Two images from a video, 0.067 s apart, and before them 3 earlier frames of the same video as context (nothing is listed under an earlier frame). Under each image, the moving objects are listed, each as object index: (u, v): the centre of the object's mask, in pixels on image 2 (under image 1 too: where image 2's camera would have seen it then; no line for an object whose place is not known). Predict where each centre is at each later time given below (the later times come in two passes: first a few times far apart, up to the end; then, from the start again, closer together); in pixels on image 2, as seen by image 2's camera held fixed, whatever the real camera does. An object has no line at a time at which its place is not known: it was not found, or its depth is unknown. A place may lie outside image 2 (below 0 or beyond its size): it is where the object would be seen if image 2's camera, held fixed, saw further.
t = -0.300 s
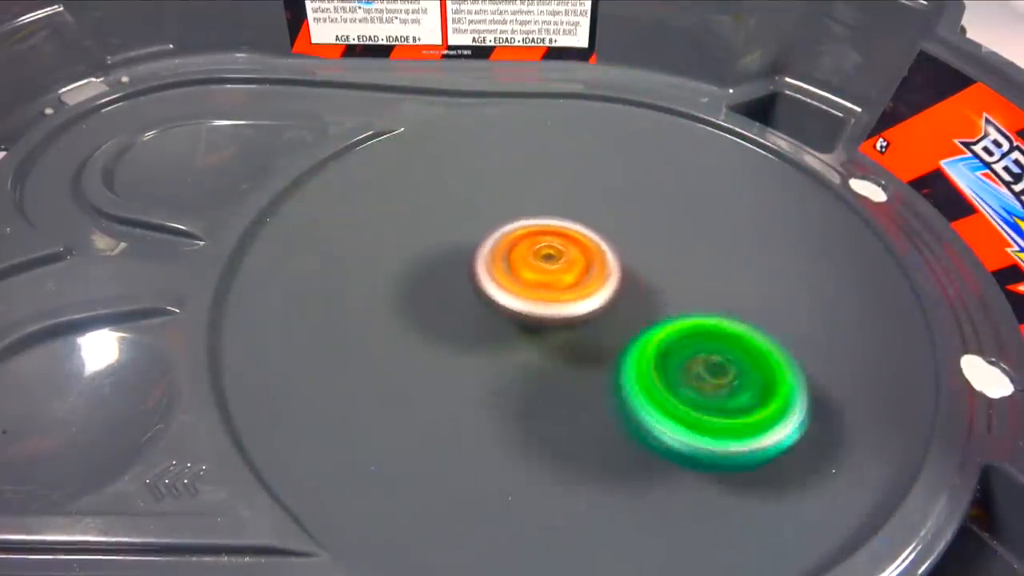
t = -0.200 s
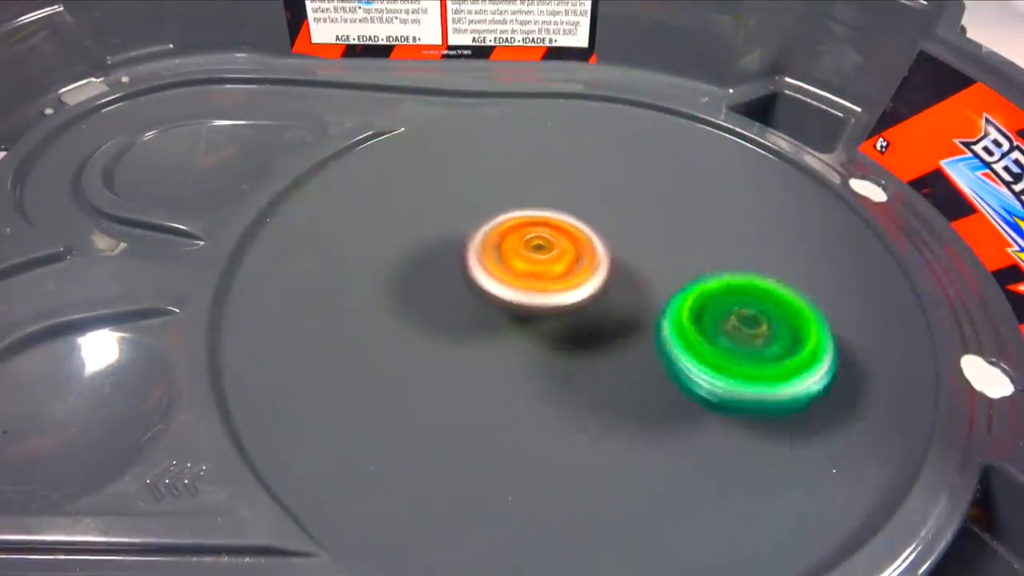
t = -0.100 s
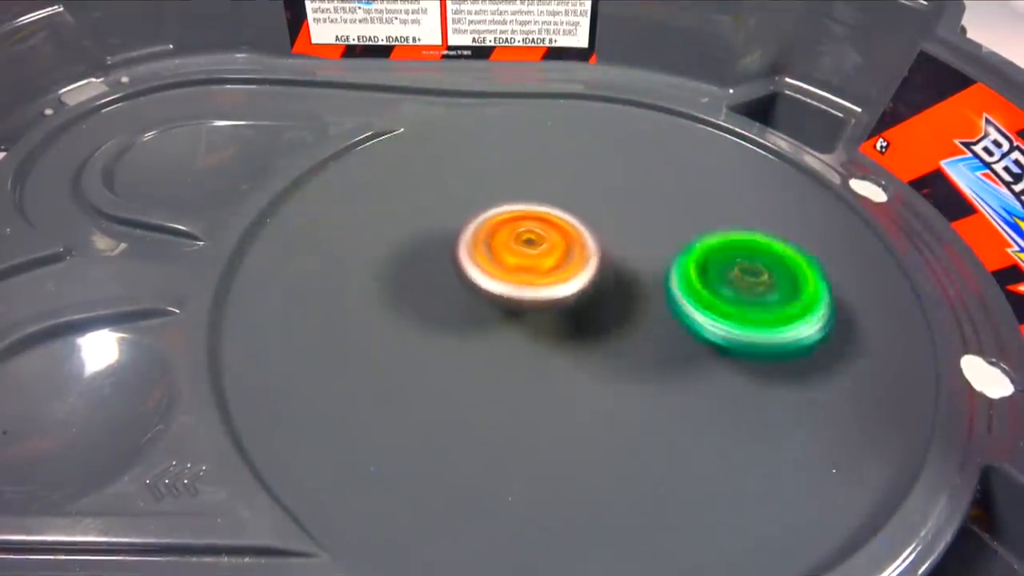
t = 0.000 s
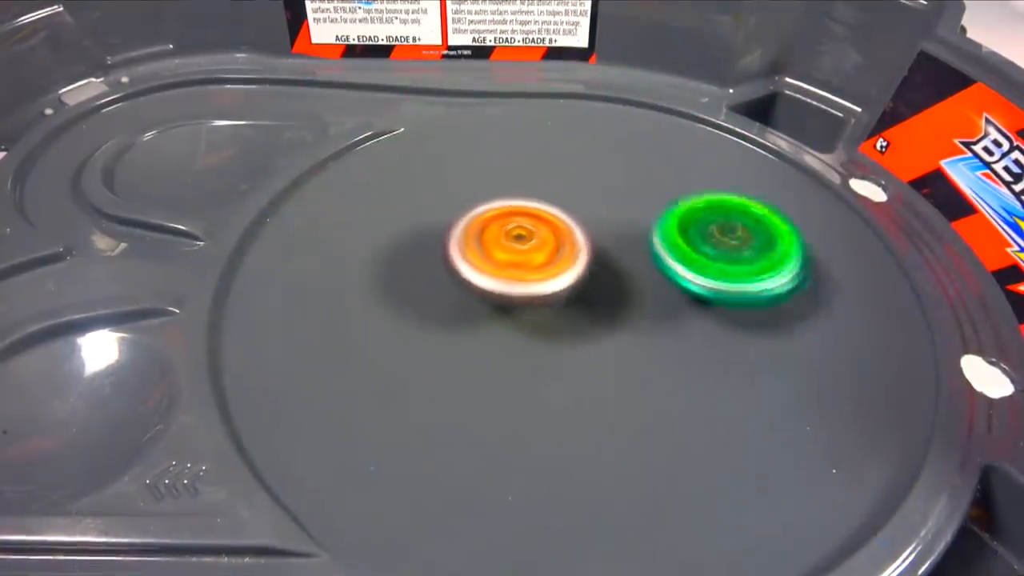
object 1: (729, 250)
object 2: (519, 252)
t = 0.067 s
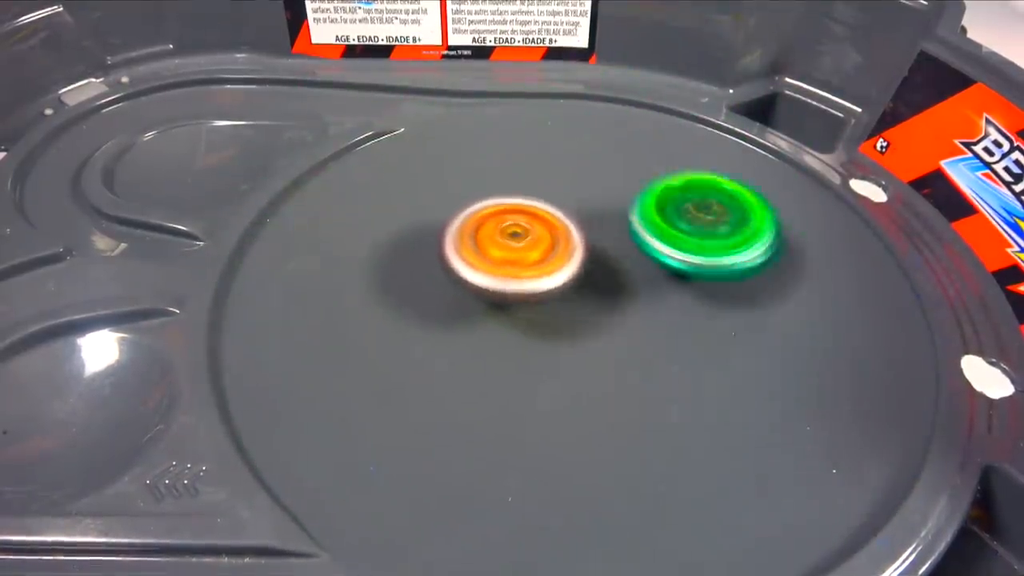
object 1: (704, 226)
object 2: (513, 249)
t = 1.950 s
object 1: (502, 275)
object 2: (647, 238)
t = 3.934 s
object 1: (539, 214)
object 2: (637, 306)
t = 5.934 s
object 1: (596, 314)
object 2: (482, 228)
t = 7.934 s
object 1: (487, 258)
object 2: (649, 326)
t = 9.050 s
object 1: (646, 265)
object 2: (490, 290)
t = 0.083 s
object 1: (693, 216)
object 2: (512, 247)
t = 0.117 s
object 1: (678, 207)
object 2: (511, 247)
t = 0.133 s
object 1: (675, 206)
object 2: (511, 246)
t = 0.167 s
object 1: (659, 198)
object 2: (510, 245)
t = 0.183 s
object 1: (645, 192)
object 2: (509, 245)
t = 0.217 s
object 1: (630, 186)
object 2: (509, 244)
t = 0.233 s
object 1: (627, 186)
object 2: (506, 244)
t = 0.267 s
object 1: (619, 178)
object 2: (495, 247)
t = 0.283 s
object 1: (612, 173)
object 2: (491, 248)
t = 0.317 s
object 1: (602, 168)
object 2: (485, 250)
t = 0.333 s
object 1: (599, 167)
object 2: (483, 251)
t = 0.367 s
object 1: (587, 163)
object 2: (480, 253)
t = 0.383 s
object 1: (578, 162)
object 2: (479, 254)
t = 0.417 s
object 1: (567, 160)
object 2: (479, 257)
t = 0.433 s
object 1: (563, 161)
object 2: (479, 258)
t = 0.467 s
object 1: (551, 161)
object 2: (480, 260)
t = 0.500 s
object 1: (539, 162)
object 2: (482, 263)
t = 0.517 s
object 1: (531, 165)
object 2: (483, 264)
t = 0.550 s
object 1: (521, 168)
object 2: (486, 268)
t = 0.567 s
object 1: (518, 168)
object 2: (487, 272)
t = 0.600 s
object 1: (511, 170)
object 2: (489, 277)
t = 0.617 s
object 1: (504, 172)
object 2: (491, 279)
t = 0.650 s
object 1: (497, 177)
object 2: (495, 284)
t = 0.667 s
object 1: (495, 178)
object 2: (497, 286)
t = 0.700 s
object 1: (490, 183)
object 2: (502, 291)
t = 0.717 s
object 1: (486, 185)
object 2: (505, 295)
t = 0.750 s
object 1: (482, 189)
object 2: (511, 302)
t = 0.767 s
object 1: (481, 190)
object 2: (515, 304)
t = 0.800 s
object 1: (479, 195)
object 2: (522, 309)
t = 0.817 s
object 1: (477, 199)
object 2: (526, 311)
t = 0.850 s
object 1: (477, 205)
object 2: (534, 313)
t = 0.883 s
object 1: (477, 212)
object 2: (542, 316)
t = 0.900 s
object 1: (477, 213)
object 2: (546, 317)
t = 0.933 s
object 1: (477, 216)
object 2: (558, 325)
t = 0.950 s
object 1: (477, 215)
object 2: (564, 329)
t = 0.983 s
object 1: (476, 216)
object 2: (578, 333)
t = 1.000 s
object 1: (476, 216)
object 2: (584, 335)
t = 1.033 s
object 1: (477, 218)
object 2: (597, 337)
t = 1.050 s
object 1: (479, 220)
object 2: (605, 338)
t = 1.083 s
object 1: (482, 224)
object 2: (618, 338)
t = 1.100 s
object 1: (484, 225)
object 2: (624, 337)
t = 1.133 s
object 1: (488, 230)
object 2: (637, 335)
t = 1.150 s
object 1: (493, 234)
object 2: (643, 334)
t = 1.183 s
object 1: (502, 239)
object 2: (655, 331)
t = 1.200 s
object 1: (504, 240)
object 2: (660, 329)
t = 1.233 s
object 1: (513, 245)
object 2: (670, 323)
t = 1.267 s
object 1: (524, 250)
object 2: (678, 317)
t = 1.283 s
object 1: (532, 253)
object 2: (680, 313)
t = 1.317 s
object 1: (537, 253)
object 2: (695, 310)
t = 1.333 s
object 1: (538, 253)
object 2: (700, 309)
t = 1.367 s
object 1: (540, 252)
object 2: (707, 304)
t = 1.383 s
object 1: (541, 251)
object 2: (709, 302)
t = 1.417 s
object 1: (544, 251)
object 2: (710, 296)
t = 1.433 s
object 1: (545, 252)
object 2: (710, 293)
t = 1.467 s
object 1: (548, 252)
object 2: (708, 288)
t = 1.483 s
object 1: (548, 252)
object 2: (708, 285)
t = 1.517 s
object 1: (542, 251)
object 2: (715, 281)
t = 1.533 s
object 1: (540, 250)
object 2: (718, 279)
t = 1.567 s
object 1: (535, 250)
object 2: (720, 274)
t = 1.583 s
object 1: (532, 249)
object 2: (720, 271)
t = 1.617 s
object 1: (529, 250)
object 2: (718, 265)
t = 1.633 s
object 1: (528, 251)
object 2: (717, 263)
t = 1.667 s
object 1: (527, 252)
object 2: (713, 258)
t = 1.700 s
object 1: (526, 254)
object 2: (707, 252)
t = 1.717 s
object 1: (527, 256)
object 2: (702, 250)
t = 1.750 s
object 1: (528, 259)
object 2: (693, 246)
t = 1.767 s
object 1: (529, 260)
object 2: (687, 244)
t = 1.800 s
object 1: (527, 262)
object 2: (682, 242)
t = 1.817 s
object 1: (520, 264)
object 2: (680, 240)
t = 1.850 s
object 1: (513, 266)
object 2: (675, 238)
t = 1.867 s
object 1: (511, 267)
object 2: (671, 238)
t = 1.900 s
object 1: (507, 270)
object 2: (662, 238)
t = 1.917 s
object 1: (505, 272)
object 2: (656, 238)
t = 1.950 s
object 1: (502, 275)
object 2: (647, 238)
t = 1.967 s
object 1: (502, 276)
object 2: (642, 239)
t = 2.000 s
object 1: (494, 279)
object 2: (638, 240)
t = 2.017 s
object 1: (488, 283)
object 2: (635, 240)
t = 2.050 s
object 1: (481, 286)
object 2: (629, 243)
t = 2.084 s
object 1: (477, 290)
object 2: (622, 245)
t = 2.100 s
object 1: (475, 291)
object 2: (619, 247)
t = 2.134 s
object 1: (471, 294)
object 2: (615, 250)
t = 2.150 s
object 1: (468, 297)
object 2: (613, 253)
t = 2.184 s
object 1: (464, 300)
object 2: (611, 257)
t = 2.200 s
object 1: (463, 301)
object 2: (610, 259)
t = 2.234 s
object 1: (459, 305)
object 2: (609, 263)
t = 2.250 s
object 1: (456, 307)
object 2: (608, 265)
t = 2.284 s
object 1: (454, 310)
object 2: (606, 268)
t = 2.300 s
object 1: (453, 311)
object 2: (606, 270)
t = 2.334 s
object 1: (451, 314)
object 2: (605, 273)
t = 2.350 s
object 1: (450, 315)
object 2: (604, 274)
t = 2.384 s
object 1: (450, 316)
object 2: (603, 277)
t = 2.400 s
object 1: (449, 316)
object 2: (605, 278)
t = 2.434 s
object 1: (446, 316)
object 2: (607, 282)
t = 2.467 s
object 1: (446, 317)
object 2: (609, 285)
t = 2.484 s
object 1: (447, 316)
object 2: (611, 286)
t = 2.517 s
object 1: (448, 315)
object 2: (612, 291)
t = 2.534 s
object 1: (449, 314)
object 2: (613, 292)
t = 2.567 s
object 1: (451, 312)
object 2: (615, 296)
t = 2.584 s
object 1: (450, 310)
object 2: (618, 298)
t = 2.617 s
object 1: (445, 307)
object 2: (626, 301)
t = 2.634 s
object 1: (444, 306)
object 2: (630, 302)
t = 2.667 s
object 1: (442, 304)
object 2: (636, 302)
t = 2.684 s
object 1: (441, 302)
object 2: (639, 303)
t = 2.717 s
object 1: (442, 300)
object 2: (644, 302)
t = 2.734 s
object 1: (442, 299)
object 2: (646, 301)
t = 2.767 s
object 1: (444, 296)
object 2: (650, 299)
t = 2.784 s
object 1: (446, 294)
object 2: (652, 298)
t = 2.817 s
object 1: (449, 290)
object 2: (653, 296)
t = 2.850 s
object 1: (453, 287)
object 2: (654, 293)
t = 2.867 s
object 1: (454, 286)
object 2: (654, 291)
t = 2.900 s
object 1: (459, 282)
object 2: (652, 287)
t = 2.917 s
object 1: (463, 279)
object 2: (651, 286)
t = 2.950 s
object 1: (468, 275)
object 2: (646, 284)
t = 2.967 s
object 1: (469, 274)
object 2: (644, 282)
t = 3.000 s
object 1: (474, 271)
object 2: (638, 280)
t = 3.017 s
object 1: (474, 266)
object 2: (637, 279)
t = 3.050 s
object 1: (467, 260)
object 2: (644, 278)
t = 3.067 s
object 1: (465, 259)
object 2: (645, 278)
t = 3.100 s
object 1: (461, 254)
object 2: (646, 277)
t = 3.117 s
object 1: (460, 251)
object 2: (646, 276)
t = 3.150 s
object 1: (460, 249)
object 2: (645, 275)
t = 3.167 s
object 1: (460, 248)
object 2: (644, 274)
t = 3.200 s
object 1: (463, 246)
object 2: (640, 274)
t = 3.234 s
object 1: (467, 245)
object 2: (637, 273)
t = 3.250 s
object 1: (471, 245)
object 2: (635, 272)
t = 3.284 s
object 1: (476, 243)
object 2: (631, 273)
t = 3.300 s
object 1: (476, 242)
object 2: (633, 274)
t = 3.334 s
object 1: (472, 238)
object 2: (638, 277)
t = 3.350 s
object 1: (471, 236)
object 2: (639, 277)
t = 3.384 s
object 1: (470, 233)
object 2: (639, 279)
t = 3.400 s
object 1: (470, 233)
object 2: (640, 279)
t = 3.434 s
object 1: (471, 231)
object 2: (640, 280)
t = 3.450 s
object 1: (473, 230)
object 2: (639, 281)
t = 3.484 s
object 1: (476, 229)
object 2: (639, 282)
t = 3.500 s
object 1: (477, 229)
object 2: (638, 283)
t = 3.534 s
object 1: (482, 229)
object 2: (638, 284)
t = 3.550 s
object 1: (487, 228)
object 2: (636, 284)
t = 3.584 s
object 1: (494, 227)
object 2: (635, 285)
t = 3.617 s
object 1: (500, 225)
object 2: (633, 287)
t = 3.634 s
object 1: (500, 224)
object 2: (635, 289)
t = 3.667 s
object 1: (503, 221)
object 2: (636, 292)
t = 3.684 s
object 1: (505, 219)
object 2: (636, 293)
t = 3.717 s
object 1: (509, 218)
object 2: (637, 296)
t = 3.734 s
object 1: (510, 218)
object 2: (638, 296)
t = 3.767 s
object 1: (514, 216)
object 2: (638, 298)
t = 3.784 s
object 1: (518, 216)
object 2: (638, 299)
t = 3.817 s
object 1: (524, 216)
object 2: (637, 300)
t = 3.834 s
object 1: (525, 216)
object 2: (637, 300)
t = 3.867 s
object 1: (531, 216)
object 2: (636, 300)
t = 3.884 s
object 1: (534, 216)
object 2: (636, 302)
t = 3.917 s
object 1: (538, 214)
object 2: (637, 305)
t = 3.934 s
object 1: (539, 214)
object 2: (637, 306)
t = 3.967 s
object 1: (543, 213)
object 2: (637, 308)
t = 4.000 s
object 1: (546, 214)
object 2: (635, 309)
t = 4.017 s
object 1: (548, 215)
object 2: (635, 310)
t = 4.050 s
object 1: (552, 214)
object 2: (635, 315)
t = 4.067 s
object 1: (553, 213)
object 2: (635, 317)
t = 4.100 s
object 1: (557, 212)
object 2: (636, 320)
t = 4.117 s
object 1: (559, 211)
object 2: (636, 321)
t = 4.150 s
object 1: (563, 211)
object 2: (636, 324)
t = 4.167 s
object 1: (564, 211)
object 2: (636, 325)
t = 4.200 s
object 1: (569, 212)
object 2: (635, 327)
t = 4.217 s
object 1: (572, 212)
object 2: (634, 327)
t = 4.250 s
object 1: (576, 213)
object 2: (634, 328)
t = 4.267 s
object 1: (578, 214)
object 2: (632, 328)
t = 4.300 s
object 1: (583, 215)
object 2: (629, 328)
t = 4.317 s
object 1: (586, 216)
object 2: (627, 327)
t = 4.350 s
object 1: (591, 217)
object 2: (623, 328)
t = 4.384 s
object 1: (596, 216)
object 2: (619, 330)
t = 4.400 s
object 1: (596, 216)
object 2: (616, 331)
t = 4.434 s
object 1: (600, 217)
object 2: (611, 332)
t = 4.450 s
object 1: (602, 218)
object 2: (608, 333)
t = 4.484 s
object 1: (605, 219)
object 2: (602, 333)
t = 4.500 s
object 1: (606, 220)
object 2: (599, 334)
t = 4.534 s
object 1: (609, 222)
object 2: (593, 334)
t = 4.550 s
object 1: (612, 223)
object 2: (588, 334)
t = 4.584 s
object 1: (615, 223)
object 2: (581, 338)
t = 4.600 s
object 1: (616, 223)
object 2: (577, 339)
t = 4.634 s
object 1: (619, 223)
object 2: (572, 341)
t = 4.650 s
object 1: (621, 224)
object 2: (568, 342)
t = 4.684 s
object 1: (623, 225)
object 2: (564, 344)
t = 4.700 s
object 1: (624, 226)
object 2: (560, 344)
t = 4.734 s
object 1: (625, 227)
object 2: (555, 346)
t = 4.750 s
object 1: (626, 228)
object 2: (552, 346)
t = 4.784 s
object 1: (628, 231)
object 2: (547, 347)
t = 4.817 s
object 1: (629, 233)
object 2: (542, 347)
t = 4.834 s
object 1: (630, 234)
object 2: (540, 347)
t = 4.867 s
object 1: (630, 237)
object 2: (535, 346)
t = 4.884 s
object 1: (631, 239)
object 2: (533, 346)
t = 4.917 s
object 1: (630, 243)
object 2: (528, 345)
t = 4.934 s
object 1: (630, 244)
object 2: (527, 344)
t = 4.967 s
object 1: (630, 247)
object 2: (523, 342)
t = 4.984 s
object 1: (630, 250)
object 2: (521, 341)
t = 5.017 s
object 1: (630, 254)
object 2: (518, 338)
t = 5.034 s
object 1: (630, 255)
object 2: (516, 336)
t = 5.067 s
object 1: (631, 259)
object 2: (512, 333)
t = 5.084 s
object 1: (632, 260)
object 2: (509, 332)
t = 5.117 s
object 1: (635, 263)
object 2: (504, 329)
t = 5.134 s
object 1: (635, 264)
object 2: (501, 327)
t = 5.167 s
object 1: (636, 267)
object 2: (497, 324)
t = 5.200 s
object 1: (637, 269)
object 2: (491, 321)
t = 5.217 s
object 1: (638, 271)
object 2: (488, 318)
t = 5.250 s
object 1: (639, 273)
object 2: (483, 315)
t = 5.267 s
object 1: (639, 274)
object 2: (481, 313)
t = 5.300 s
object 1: (639, 276)
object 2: (477, 309)
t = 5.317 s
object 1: (639, 278)
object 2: (475, 306)
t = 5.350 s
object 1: (638, 280)
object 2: (472, 302)
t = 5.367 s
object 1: (637, 281)
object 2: (471, 300)
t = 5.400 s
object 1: (636, 284)
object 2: (468, 296)
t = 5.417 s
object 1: (635, 286)
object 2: (467, 293)
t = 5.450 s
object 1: (634, 288)
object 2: (466, 289)
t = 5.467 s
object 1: (634, 289)
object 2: (465, 287)
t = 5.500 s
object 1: (632, 292)
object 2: (465, 283)
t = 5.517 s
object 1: (630, 293)
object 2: (464, 279)
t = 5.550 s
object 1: (628, 295)
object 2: (464, 275)
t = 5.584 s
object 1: (625, 297)
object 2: (463, 270)
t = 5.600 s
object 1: (625, 298)
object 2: (464, 269)
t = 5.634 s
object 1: (622, 300)
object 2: (464, 264)
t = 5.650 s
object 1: (620, 301)
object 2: (466, 261)
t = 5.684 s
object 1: (617, 304)
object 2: (465, 257)
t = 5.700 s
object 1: (616, 304)
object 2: (467, 255)
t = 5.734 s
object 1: (613, 306)
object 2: (468, 250)
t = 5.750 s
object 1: (612, 308)
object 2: (469, 248)
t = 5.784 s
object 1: (610, 309)
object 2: (470, 244)
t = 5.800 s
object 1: (609, 310)
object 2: (471, 242)
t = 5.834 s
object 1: (606, 311)
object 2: (473, 238)
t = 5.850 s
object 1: (604, 312)
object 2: (474, 236)
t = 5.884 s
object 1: (600, 313)
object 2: (477, 233)
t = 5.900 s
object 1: (599, 313)
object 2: (478, 231)
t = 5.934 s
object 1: (596, 314)
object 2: (482, 228)
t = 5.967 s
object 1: (592, 314)
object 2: (484, 226)
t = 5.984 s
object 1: (589, 314)
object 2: (487, 223)
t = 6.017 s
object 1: (585, 314)
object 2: (490, 222)
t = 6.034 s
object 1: (583, 314)
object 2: (492, 220)
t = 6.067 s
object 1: (581, 316)
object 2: (495, 217)
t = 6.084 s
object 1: (579, 317)
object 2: (497, 215)
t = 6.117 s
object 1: (577, 318)
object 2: (500, 213)
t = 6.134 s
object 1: (576, 319)
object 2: (502, 212)
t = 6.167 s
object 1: (575, 320)
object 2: (507, 211)
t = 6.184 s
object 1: (574, 321)
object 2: (509, 210)
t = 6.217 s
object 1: (571, 321)
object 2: (514, 209)
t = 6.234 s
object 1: (571, 321)
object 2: (516, 208)
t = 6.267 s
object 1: (569, 321)
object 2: (522, 207)
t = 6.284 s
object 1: (568, 321)
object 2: (523, 208)
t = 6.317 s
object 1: (567, 320)
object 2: (529, 207)
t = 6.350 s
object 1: (566, 319)
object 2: (535, 207)
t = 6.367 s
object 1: (566, 319)
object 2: (537, 207)
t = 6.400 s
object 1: (565, 317)
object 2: (544, 208)
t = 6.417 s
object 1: (564, 317)
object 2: (546, 208)
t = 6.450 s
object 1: (562, 317)
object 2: (554, 207)
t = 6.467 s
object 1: (562, 317)
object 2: (557, 208)
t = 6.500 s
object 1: (560, 316)
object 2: (564, 208)
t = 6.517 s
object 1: (558, 316)
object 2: (568, 208)
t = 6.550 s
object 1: (557, 316)
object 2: (575, 208)
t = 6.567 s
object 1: (556, 316)
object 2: (578, 208)
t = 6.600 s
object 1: (554, 315)
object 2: (584, 209)
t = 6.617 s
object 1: (553, 315)
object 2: (588, 210)
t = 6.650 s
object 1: (551, 314)
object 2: (594, 211)
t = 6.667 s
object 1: (550, 314)
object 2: (598, 211)
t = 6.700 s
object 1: (549, 314)
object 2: (603, 212)
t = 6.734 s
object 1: (547, 313)
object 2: (609, 213)
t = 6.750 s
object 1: (546, 312)
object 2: (612, 215)
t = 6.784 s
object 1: (543, 311)
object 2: (617, 216)
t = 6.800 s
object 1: (543, 311)
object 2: (621, 217)
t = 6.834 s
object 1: (540, 310)
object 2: (625, 218)
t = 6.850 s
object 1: (539, 310)
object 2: (628, 219)
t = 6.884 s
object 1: (537, 309)
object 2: (632, 221)
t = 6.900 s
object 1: (537, 308)
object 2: (635, 222)
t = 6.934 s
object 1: (535, 307)
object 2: (639, 225)
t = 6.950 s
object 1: (534, 306)
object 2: (640, 226)
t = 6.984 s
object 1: (533, 304)
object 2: (645, 229)
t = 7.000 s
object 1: (533, 304)
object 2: (646, 231)
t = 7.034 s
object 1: (531, 302)
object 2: (649, 234)
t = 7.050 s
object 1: (529, 301)
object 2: (652, 236)
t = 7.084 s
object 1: (522, 301)
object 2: (657, 238)
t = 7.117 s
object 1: (517, 302)
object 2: (662, 241)
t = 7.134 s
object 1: (516, 301)
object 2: (663, 242)
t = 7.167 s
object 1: (512, 302)
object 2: (666, 245)
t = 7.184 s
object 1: (510, 301)
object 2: (668, 247)
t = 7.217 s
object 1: (509, 301)
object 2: (670, 250)
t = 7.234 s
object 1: (509, 301)
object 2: (671, 253)
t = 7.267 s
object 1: (508, 301)
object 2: (672, 256)
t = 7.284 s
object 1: (509, 301)
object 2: (674, 259)
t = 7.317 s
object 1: (510, 301)
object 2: (674, 263)
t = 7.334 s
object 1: (510, 300)
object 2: (674, 264)
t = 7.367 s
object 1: (512, 300)
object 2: (674, 269)
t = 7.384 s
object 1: (512, 297)
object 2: (673, 271)
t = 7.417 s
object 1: (515, 296)
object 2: (673, 273)
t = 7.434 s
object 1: (515, 296)
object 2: (672, 277)
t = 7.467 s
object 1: (510, 293)
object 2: (675, 281)
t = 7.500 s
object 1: (506, 291)
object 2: (676, 285)
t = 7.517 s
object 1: (504, 289)
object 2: (676, 286)
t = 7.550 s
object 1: (501, 288)
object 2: (674, 291)
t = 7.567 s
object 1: (501, 287)
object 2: (674, 293)
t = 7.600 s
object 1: (500, 285)
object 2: (673, 297)
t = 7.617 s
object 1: (499, 284)
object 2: (672, 299)
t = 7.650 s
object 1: (499, 282)
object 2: (668, 302)
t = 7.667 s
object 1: (499, 281)
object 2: (667, 303)
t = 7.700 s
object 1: (500, 279)
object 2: (664, 306)
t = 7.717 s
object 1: (497, 276)
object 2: (663, 308)
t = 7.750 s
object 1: (491, 272)
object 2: (665, 313)
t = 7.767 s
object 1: (489, 271)
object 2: (665, 315)
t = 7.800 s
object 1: (485, 267)
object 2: (663, 318)
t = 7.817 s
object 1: (484, 265)
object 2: (662, 319)
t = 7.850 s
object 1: (484, 263)
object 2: (660, 322)
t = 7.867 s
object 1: (484, 262)
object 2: (658, 323)
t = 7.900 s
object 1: (485, 260)
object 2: (654, 325)
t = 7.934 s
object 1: (487, 258)
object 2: (649, 326)
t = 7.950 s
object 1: (488, 257)
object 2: (647, 327)
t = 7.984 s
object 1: (492, 255)
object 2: (641, 328)
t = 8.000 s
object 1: (493, 255)
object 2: (637, 327)
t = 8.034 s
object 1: (497, 254)
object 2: (631, 328)
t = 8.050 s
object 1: (500, 252)
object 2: (628, 329)
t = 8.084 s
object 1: (499, 246)
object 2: (626, 333)
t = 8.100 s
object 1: (499, 245)
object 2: (625, 335)
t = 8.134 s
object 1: (500, 241)
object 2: (620, 336)
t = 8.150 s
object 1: (501, 239)
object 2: (618, 337)
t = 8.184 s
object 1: (504, 237)
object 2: (613, 337)
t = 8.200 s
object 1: (504, 237)
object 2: (609, 338)
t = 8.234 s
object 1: (507, 236)
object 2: (603, 338)
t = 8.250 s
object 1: (511, 235)
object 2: (600, 338)
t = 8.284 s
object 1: (515, 235)
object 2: (593, 337)
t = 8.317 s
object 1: (520, 232)
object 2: (587, 338)
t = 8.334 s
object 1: (521, 231)
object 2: (585, 340)
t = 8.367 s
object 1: (525, 228)
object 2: (579, 340)
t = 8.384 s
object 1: (528, 226)
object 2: (577, 340)
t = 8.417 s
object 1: (532, 225)
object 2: (571, 340)
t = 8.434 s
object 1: (533, 225)
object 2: (567, 340)
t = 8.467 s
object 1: (538, 225)
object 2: (561, 339)
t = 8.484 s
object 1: (543, 225)
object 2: (558, 339)
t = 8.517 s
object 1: (549, 225)
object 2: (552, 338)
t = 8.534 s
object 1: (551, 225)
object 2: (550, 337)
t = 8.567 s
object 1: (557, 225)
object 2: (543, 337)
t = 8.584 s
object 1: (562, 225)
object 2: (539, 336)
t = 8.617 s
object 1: (568, 225)
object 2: (533, 334)
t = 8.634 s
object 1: (570, 225)
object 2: (530, 334)
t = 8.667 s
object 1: (576, 226)
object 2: (525, 332)
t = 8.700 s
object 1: (582, 228)
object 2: (520, 329)
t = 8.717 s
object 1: (587, 229)
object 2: (518, 328)
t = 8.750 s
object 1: (594, 232)
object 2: (513, 326)
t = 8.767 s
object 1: (596, 233)
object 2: (511, 324)
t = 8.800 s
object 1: (602, 235)
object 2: (507, 321)
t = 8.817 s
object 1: (608, 237)
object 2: (504, 319)
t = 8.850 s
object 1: (615, 240)
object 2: (501, 315)
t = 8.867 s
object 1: (616, 240)
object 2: (500, 314)
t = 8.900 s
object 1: (623, 244)
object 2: (496, 310)
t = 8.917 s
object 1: (627, 247)
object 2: (495, 307)
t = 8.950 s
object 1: (632, 251)
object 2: (493, 303)
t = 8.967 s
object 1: (634, 252)
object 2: (491, 301)
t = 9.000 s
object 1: (639, 256)
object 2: (490, 296)
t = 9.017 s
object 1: (643, 260)
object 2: (491, 294)
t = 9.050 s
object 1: (646, 265)
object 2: (490, 290)
